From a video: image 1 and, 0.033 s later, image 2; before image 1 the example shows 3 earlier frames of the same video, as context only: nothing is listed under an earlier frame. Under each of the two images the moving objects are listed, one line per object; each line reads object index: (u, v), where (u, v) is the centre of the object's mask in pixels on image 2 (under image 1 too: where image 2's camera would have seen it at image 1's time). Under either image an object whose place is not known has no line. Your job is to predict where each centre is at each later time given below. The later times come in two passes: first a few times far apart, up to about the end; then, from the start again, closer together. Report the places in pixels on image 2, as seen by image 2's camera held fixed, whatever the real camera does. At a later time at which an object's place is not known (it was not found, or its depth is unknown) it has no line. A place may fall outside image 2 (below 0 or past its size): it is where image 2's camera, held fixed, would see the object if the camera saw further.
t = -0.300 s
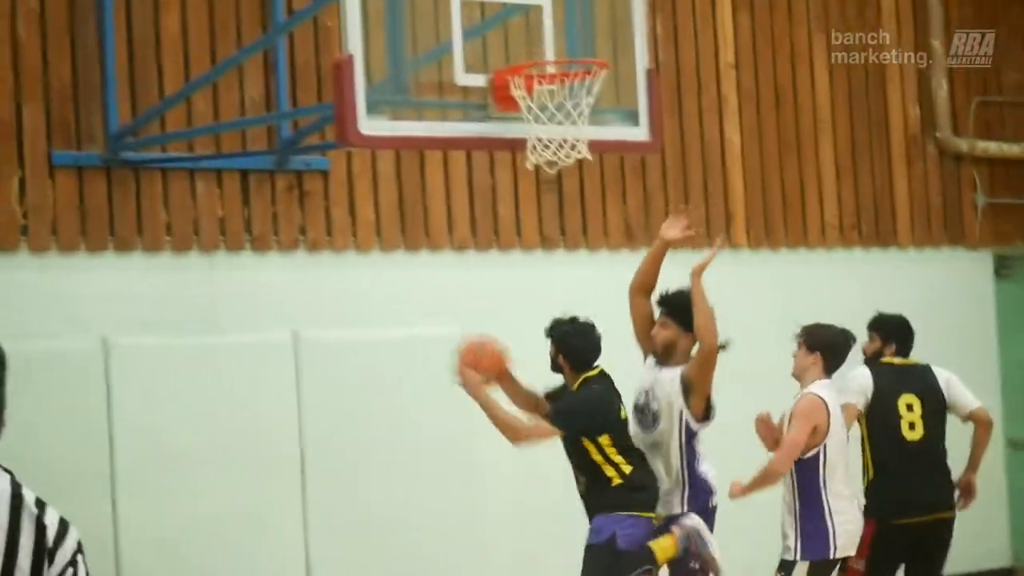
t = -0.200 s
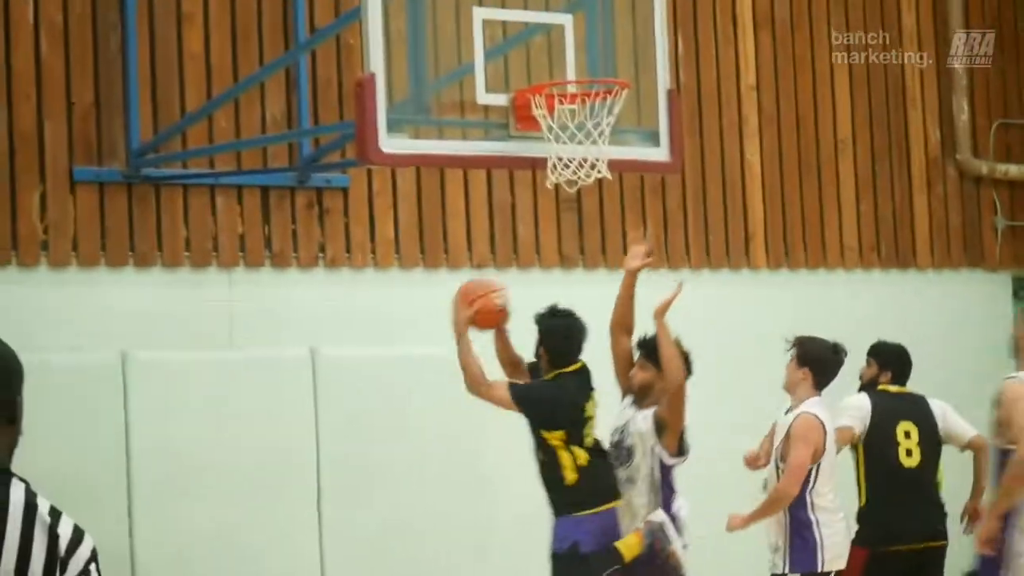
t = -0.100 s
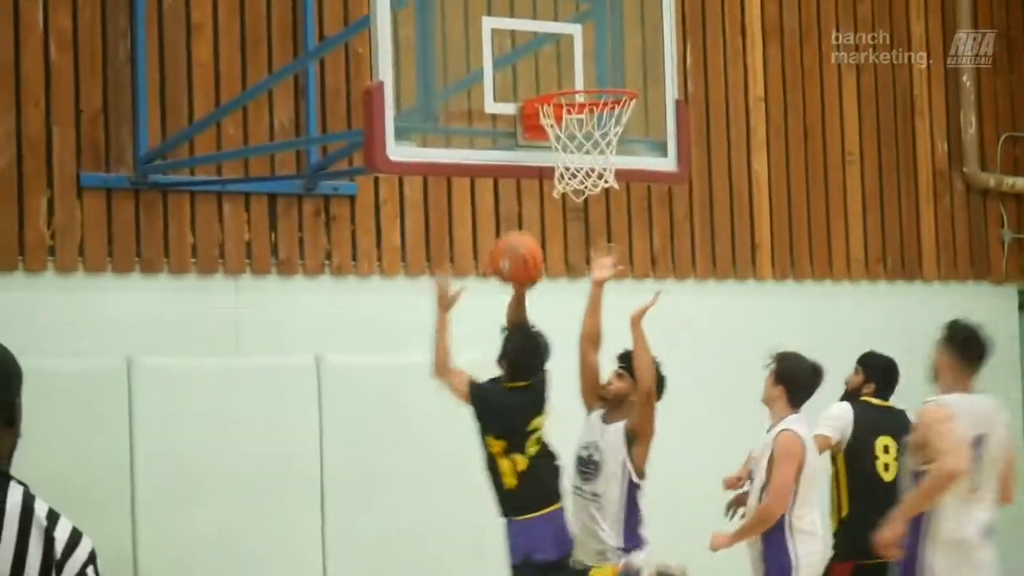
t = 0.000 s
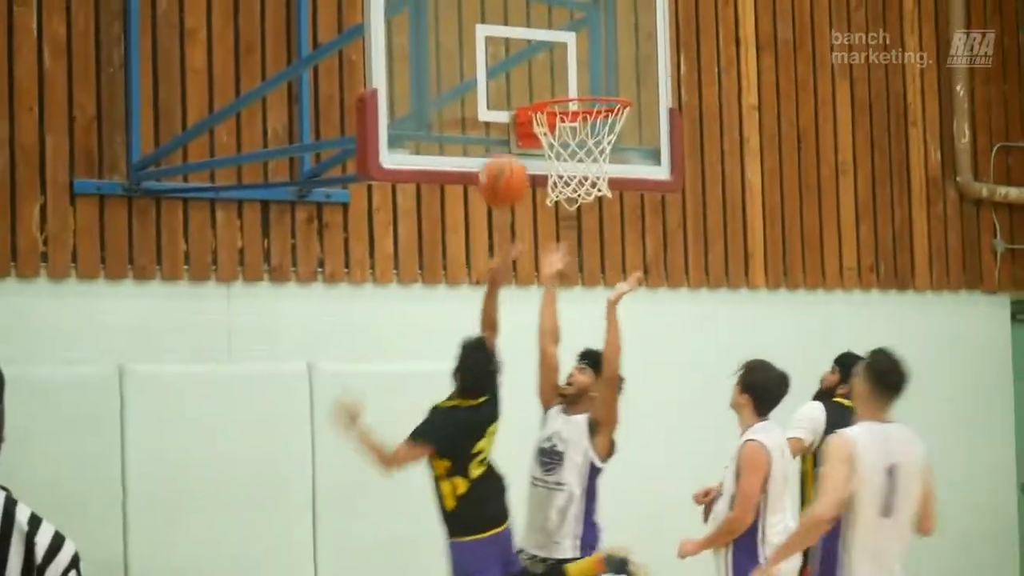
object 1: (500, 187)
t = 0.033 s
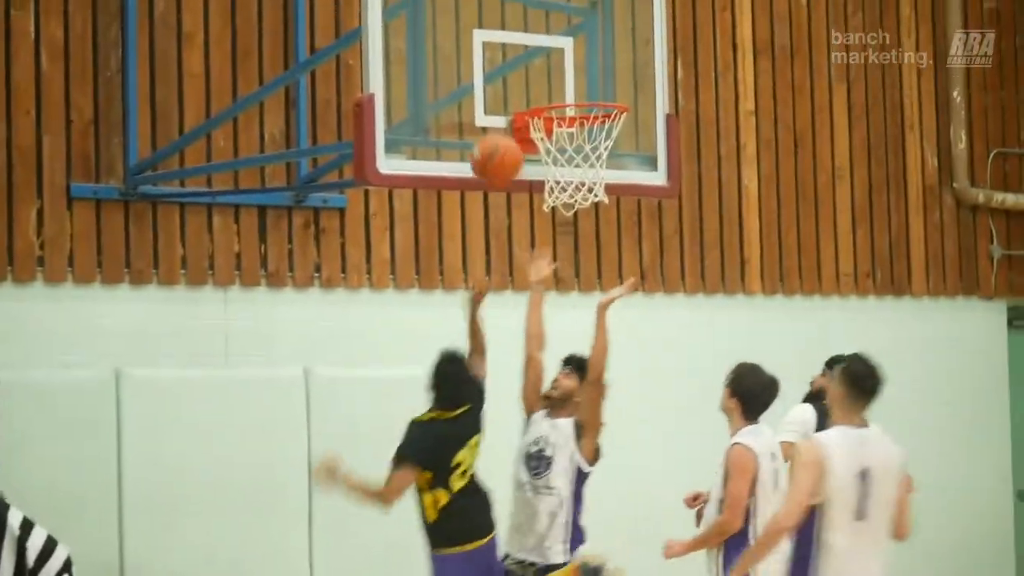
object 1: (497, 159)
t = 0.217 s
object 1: (481, 58)
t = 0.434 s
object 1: (523, 51)
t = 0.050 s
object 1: (495, 147)
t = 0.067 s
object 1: (493, 135)
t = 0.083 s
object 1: (492, 124)
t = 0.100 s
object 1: (490, 113)
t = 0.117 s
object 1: (489, 103)
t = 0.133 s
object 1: (488, 95)
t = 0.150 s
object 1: (486, 86)
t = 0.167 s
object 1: (484, 78)
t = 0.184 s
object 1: (483, 70)
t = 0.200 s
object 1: (482, 64)
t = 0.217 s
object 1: (481, 58)
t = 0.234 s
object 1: (480, 52)
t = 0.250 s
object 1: (478, 47)
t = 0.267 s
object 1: (478, 44)
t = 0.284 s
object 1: (483, 42)
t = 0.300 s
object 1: (486, 40)
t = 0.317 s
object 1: (490, 39)
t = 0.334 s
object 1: (496, 39)
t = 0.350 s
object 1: (500, 40)
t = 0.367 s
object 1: (504, 41)
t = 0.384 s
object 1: (509, 42)
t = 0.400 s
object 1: (513, 44)
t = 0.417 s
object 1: (518, 47)
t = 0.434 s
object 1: (523, 51)
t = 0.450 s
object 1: (527, 55)
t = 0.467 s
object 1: (531, 60)
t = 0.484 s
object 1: (536, 66)
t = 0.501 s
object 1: (541, 71)
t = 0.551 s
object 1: (550, 78)
